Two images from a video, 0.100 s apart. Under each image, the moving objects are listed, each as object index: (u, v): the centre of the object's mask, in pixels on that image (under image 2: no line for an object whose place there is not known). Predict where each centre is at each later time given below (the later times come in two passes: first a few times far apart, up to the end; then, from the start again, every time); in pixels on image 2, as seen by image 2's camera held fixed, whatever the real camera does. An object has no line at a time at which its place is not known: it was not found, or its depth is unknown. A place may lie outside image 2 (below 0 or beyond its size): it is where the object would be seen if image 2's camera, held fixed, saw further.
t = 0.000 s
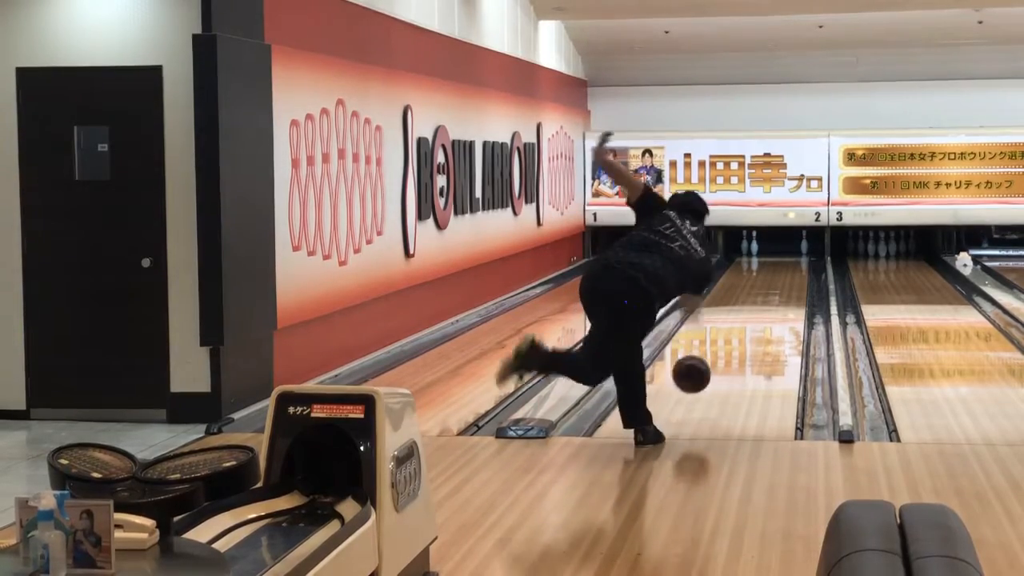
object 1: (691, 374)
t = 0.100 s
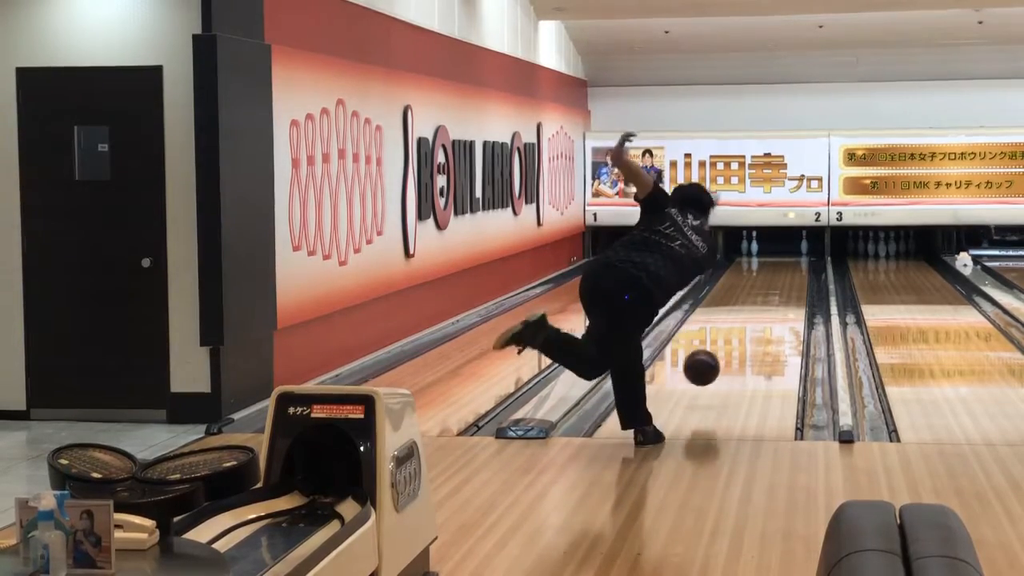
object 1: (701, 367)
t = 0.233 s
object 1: (713, 373)
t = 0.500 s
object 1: (731, 347)
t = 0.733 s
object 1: (743, 329)
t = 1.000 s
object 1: (753, 312)
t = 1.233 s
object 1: (760, 300)
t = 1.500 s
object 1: (767, 289)
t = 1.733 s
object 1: (771, 280)
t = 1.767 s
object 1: (772, 279)
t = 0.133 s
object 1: (704, 369)
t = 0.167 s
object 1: (707, 372)
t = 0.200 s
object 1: (710, 376)
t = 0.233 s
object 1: (713, 373)
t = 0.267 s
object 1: (715, 370)
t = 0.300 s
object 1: (718, 367)
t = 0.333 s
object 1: (720, 363)
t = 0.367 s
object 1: (722, 360)
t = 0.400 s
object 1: (725, 357)
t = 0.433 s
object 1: (727, 354)
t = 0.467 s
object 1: (729, 350)
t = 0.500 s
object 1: (731, 347)
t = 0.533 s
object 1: (733, 344)
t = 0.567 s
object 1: (735, 342)
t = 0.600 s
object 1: (738, 339)
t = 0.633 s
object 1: (738, 337)
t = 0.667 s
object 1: (739, 334)
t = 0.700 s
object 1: (741, 332)
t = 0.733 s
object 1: (743, 329)
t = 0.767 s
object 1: (744, 327)
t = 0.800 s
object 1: (745, 325)
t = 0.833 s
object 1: (747, 322)
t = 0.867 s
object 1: (748, 320)
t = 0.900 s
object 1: (749, 318)
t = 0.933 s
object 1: (751, 316)
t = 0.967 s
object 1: (752, 314)
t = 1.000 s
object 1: (753, 312)
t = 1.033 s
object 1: (754, 310)
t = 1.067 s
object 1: (756, 308)
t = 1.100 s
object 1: (757, 306)
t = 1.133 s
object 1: (757, 305)
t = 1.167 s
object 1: (759, 303)
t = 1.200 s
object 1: (760, 301)
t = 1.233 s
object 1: (760, 300)
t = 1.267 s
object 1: (761, 298)
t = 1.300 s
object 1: (762, 298)
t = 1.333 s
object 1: (763, 295)
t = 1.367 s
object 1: (764, 294)
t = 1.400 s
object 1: (764, 293)
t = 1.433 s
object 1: (765, 292)
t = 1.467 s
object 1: (766, 291)
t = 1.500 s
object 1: (767, 289)
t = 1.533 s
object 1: (767, 289)
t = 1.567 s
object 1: (768, 287)
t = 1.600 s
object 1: (769, 286)
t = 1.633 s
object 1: (769, 284)
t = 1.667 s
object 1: (769, 284)
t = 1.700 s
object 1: (771, 282)
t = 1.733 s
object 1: (771, 280)
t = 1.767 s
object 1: (772, 279)
